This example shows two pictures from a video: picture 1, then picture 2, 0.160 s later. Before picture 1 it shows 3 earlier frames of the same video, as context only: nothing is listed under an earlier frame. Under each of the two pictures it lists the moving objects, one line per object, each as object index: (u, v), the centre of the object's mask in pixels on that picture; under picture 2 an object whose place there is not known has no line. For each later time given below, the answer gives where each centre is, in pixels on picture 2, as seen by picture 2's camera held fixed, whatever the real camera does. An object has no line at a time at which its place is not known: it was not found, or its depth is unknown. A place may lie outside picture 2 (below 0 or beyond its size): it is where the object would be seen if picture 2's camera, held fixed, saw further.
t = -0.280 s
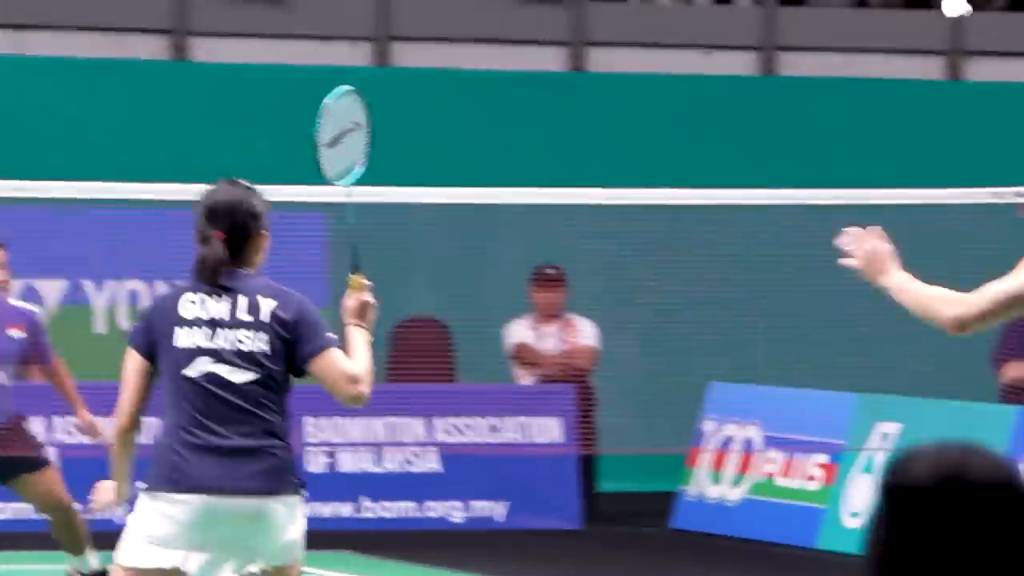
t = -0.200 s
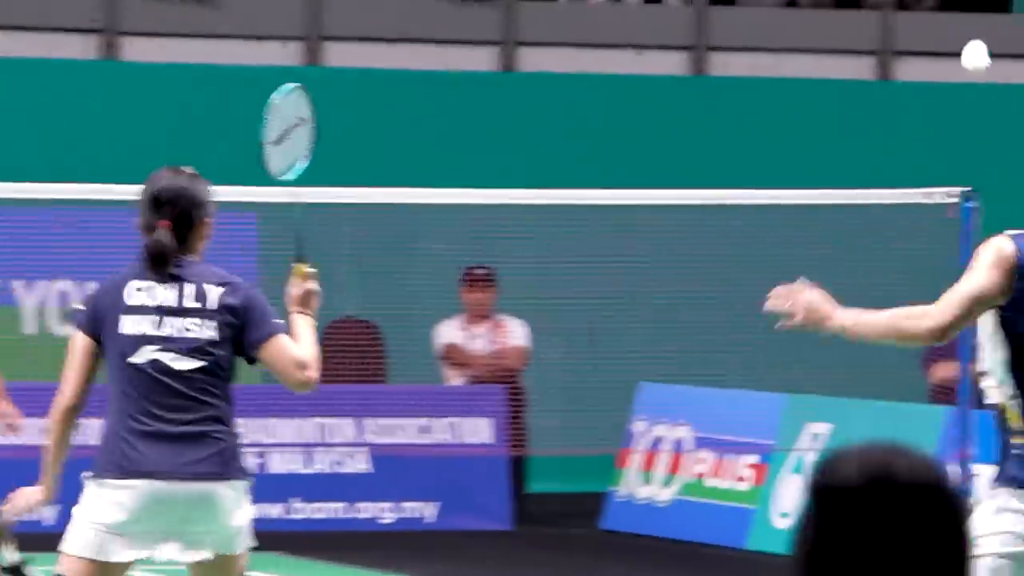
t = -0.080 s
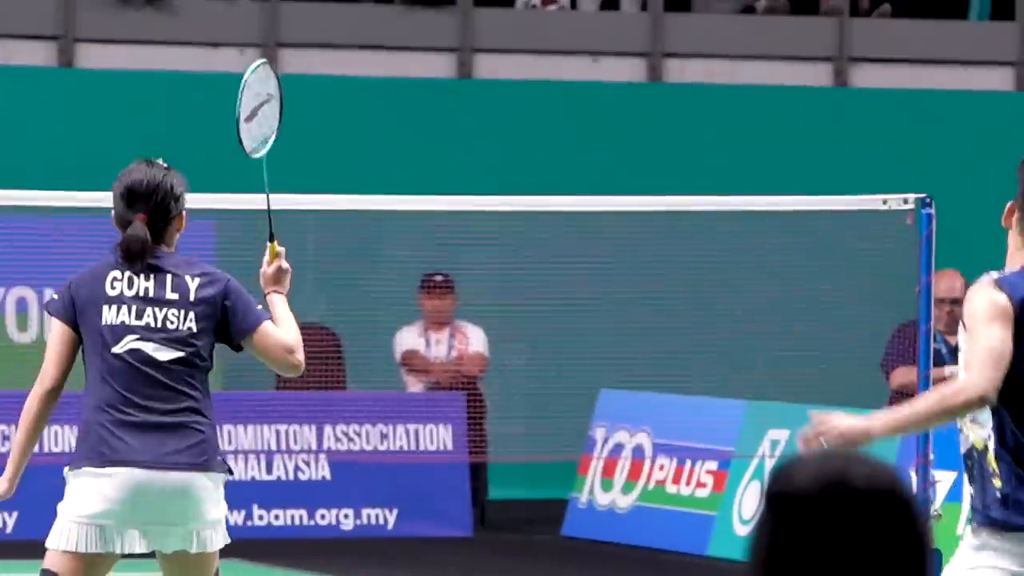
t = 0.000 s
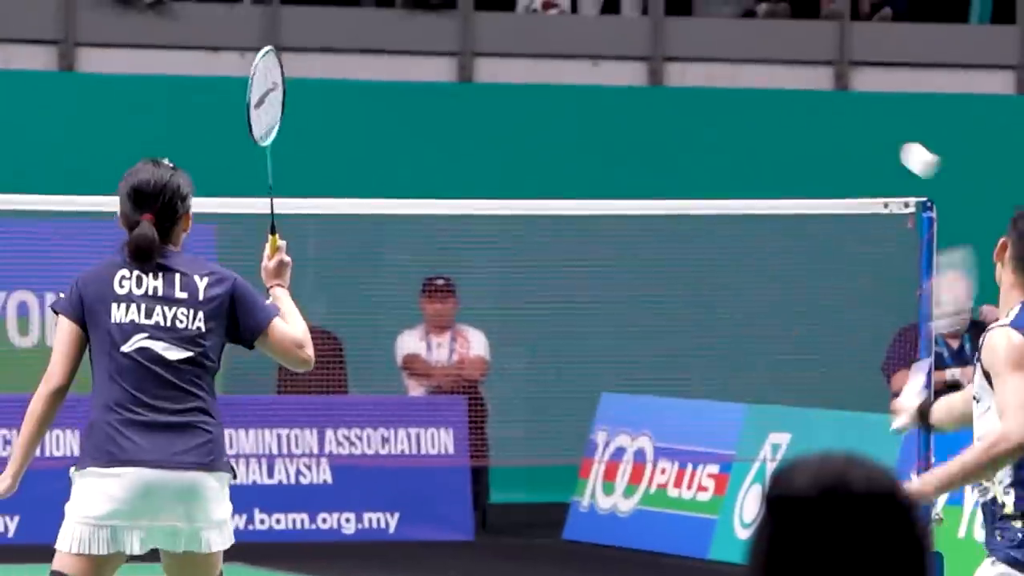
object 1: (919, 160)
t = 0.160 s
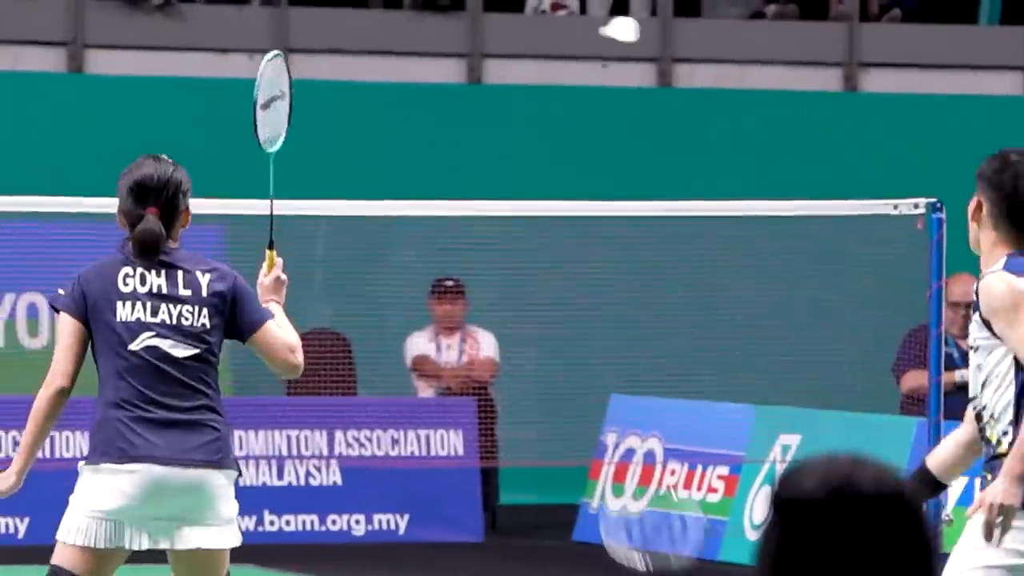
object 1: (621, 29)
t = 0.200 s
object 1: (563, 24)
